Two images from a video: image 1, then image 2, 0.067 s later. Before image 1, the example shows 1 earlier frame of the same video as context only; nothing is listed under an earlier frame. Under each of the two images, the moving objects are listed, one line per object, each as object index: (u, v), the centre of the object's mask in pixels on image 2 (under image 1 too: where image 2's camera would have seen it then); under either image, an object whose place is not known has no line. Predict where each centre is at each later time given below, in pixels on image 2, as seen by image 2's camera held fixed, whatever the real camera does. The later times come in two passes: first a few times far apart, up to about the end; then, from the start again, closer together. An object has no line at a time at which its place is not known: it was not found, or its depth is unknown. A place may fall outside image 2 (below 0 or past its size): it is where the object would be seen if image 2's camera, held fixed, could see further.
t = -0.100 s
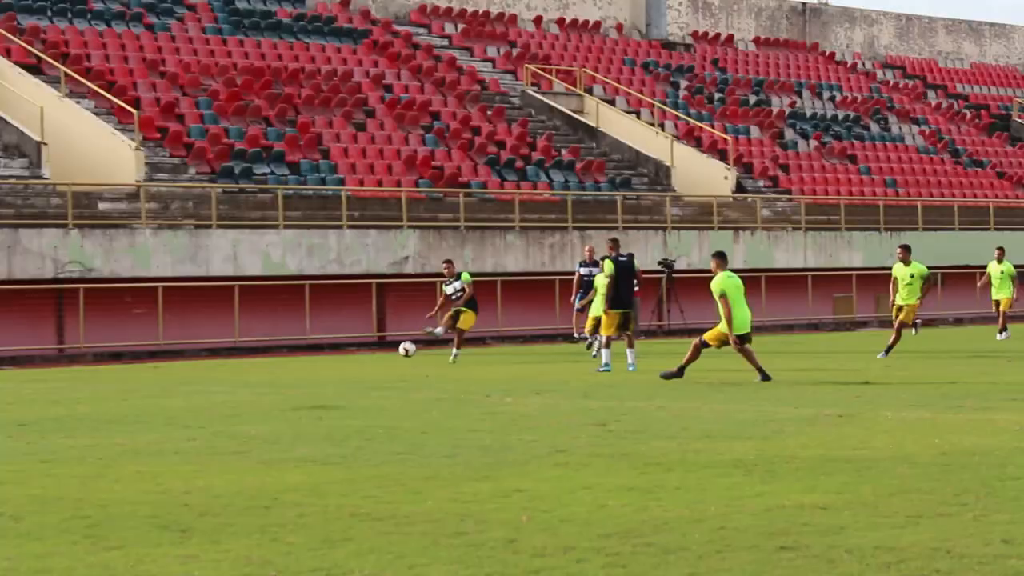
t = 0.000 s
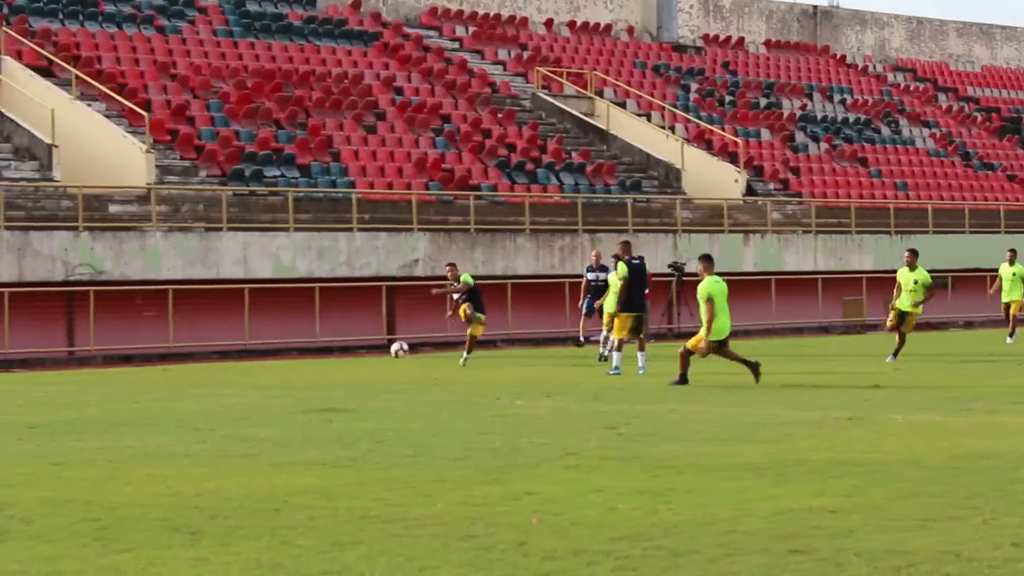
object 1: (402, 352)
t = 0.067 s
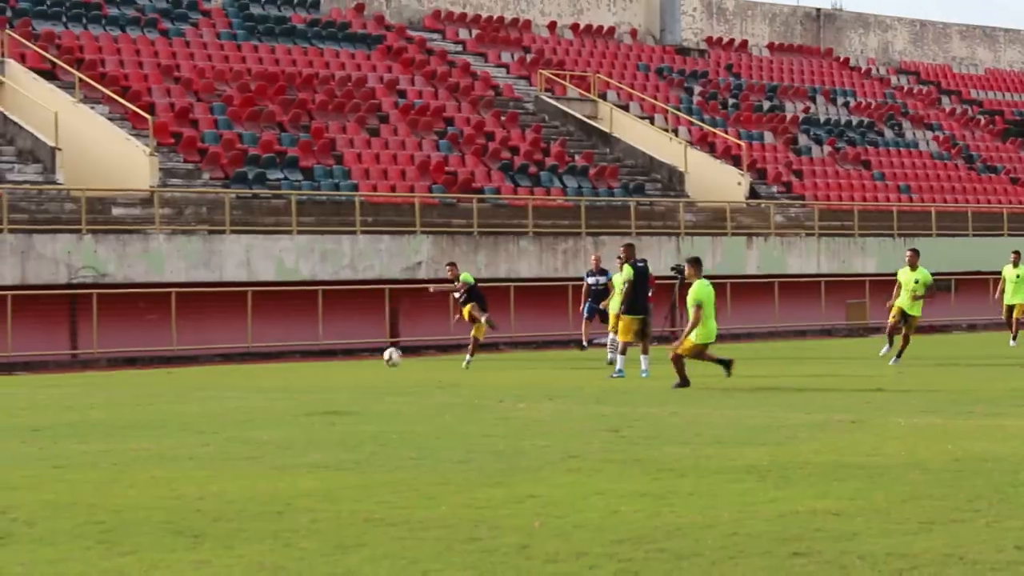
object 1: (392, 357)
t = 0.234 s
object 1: (374, 390)
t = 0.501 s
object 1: (369, 410)
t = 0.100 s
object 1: (387, 361)
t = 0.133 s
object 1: (384, 367)
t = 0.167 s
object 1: (380, 374)
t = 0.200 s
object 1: (377, 383)
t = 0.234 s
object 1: (374, 390)
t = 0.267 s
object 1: (373, 386)
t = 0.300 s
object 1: (372, 384)
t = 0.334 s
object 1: (369, 383)
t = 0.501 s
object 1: (369, 410)
